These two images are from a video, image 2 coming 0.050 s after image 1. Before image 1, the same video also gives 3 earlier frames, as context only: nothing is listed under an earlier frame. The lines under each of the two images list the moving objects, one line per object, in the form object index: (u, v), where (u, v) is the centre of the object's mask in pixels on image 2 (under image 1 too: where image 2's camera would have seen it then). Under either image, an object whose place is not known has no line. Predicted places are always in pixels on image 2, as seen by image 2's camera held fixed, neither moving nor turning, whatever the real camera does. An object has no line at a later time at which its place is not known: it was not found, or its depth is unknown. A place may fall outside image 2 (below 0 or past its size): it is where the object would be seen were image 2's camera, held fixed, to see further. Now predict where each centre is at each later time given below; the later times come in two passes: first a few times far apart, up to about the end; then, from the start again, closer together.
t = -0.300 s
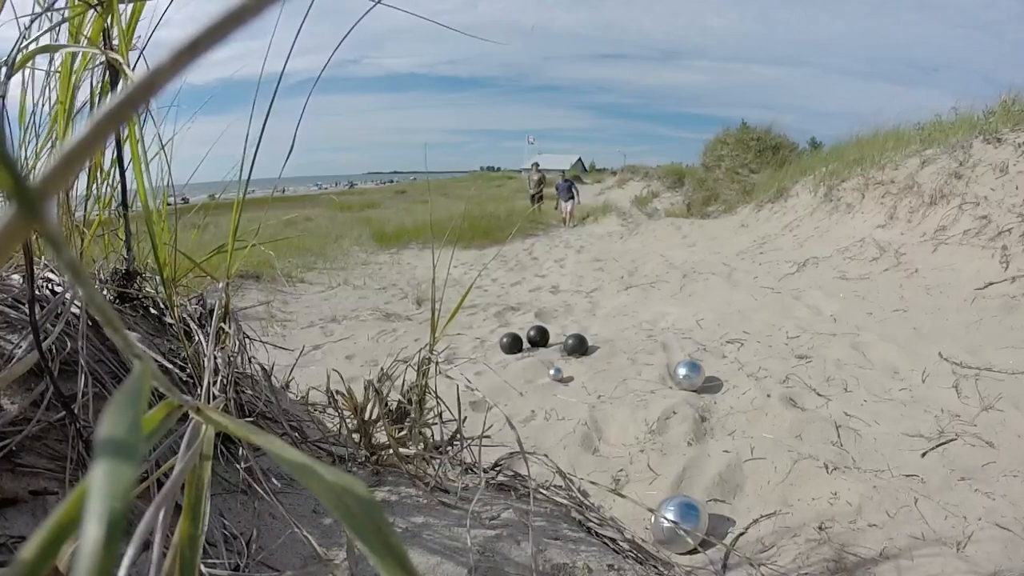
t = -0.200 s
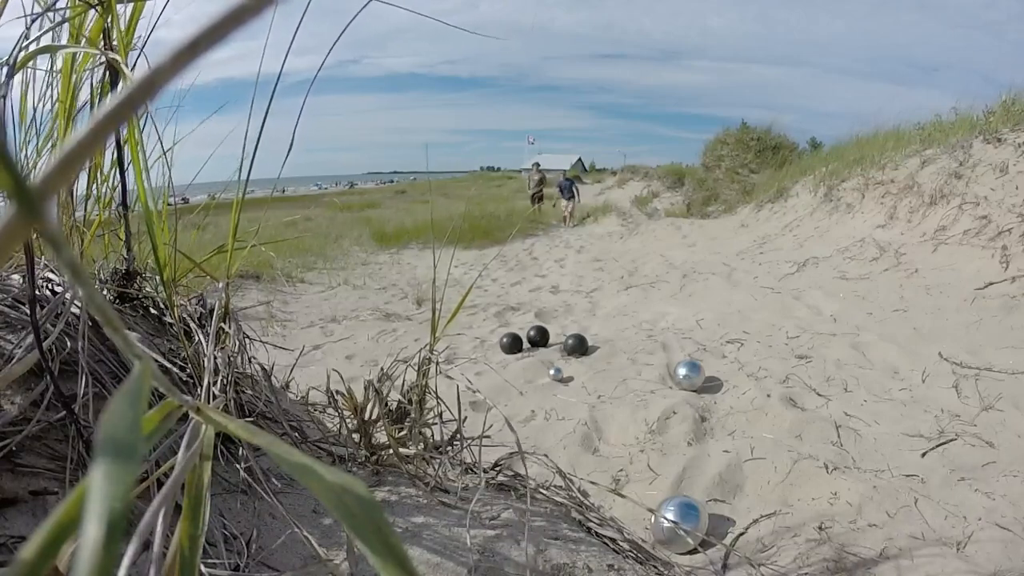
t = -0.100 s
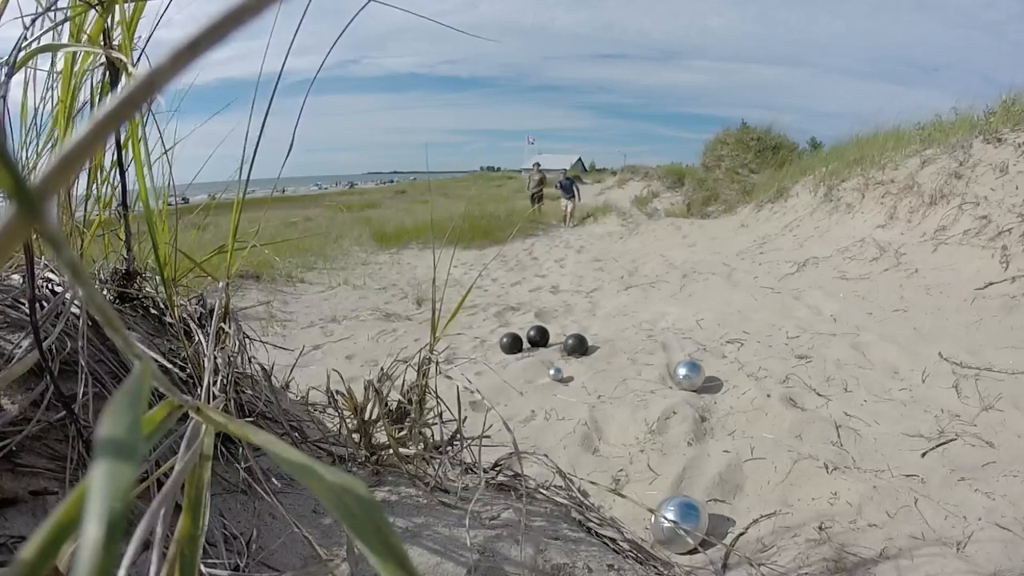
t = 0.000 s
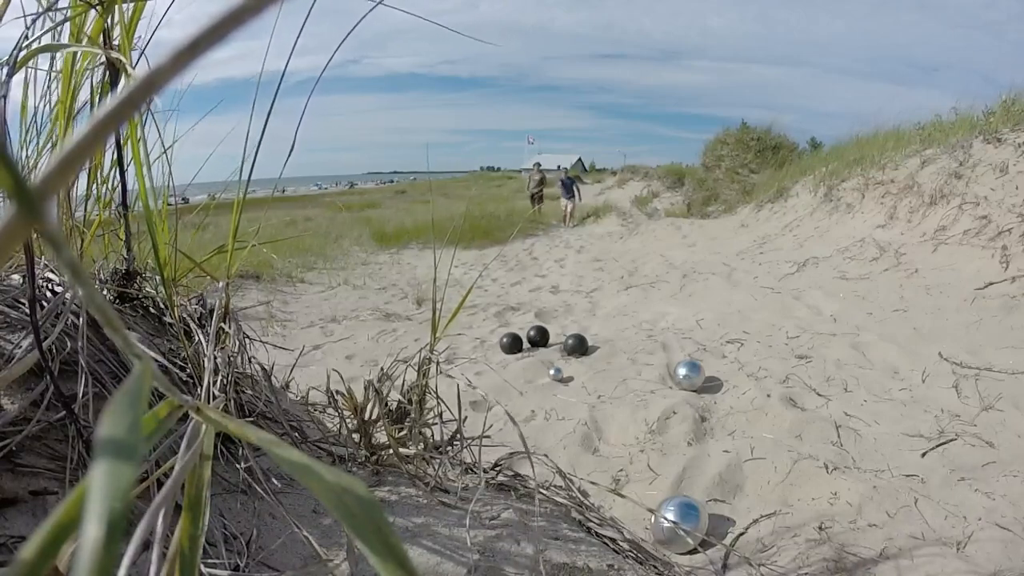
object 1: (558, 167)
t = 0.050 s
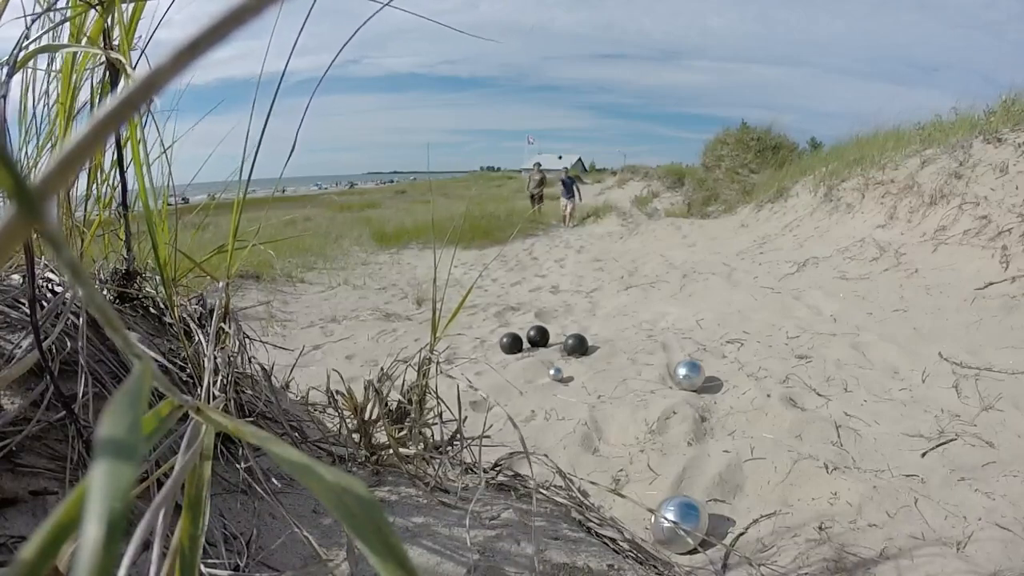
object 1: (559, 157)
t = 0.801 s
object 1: (607, 123)
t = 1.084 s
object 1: (672, 325)
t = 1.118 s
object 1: (676, 327)
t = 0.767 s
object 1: (602, 114)
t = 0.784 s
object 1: (604, 118)
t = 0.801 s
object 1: (607, 123)
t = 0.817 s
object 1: (609, 129)
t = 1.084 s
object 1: (672, 325)
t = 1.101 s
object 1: (674, 326)
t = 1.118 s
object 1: (676, 327)
